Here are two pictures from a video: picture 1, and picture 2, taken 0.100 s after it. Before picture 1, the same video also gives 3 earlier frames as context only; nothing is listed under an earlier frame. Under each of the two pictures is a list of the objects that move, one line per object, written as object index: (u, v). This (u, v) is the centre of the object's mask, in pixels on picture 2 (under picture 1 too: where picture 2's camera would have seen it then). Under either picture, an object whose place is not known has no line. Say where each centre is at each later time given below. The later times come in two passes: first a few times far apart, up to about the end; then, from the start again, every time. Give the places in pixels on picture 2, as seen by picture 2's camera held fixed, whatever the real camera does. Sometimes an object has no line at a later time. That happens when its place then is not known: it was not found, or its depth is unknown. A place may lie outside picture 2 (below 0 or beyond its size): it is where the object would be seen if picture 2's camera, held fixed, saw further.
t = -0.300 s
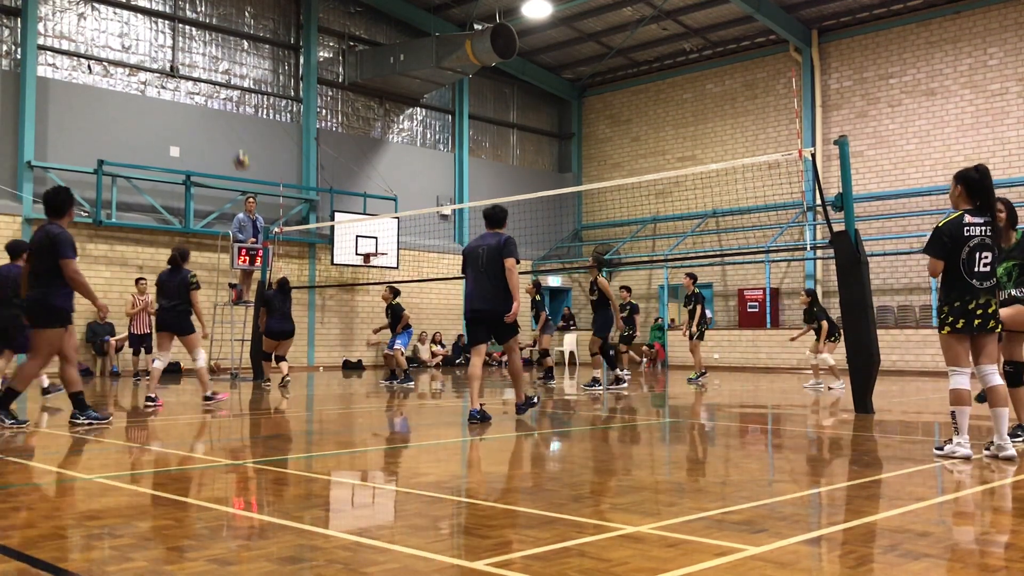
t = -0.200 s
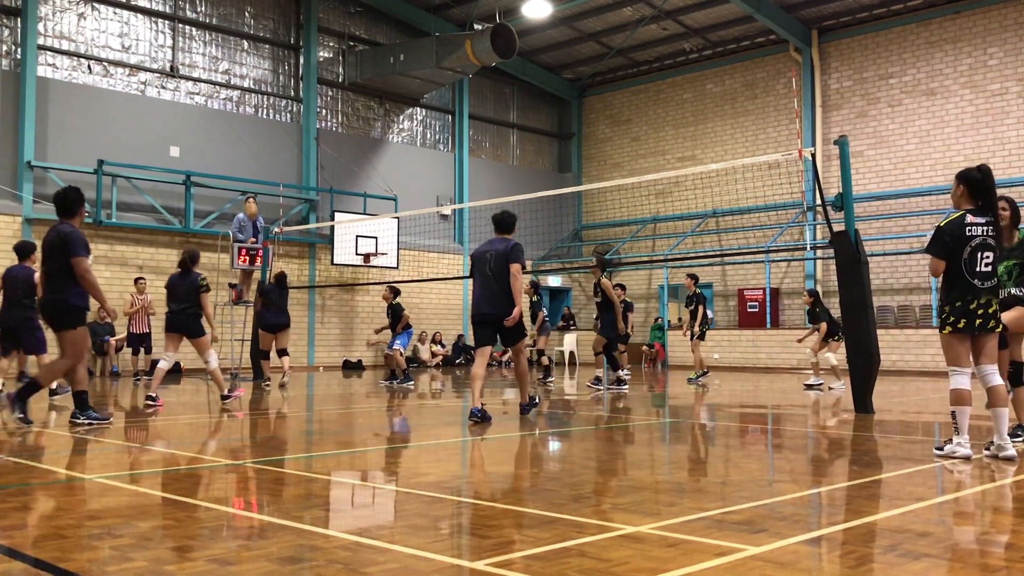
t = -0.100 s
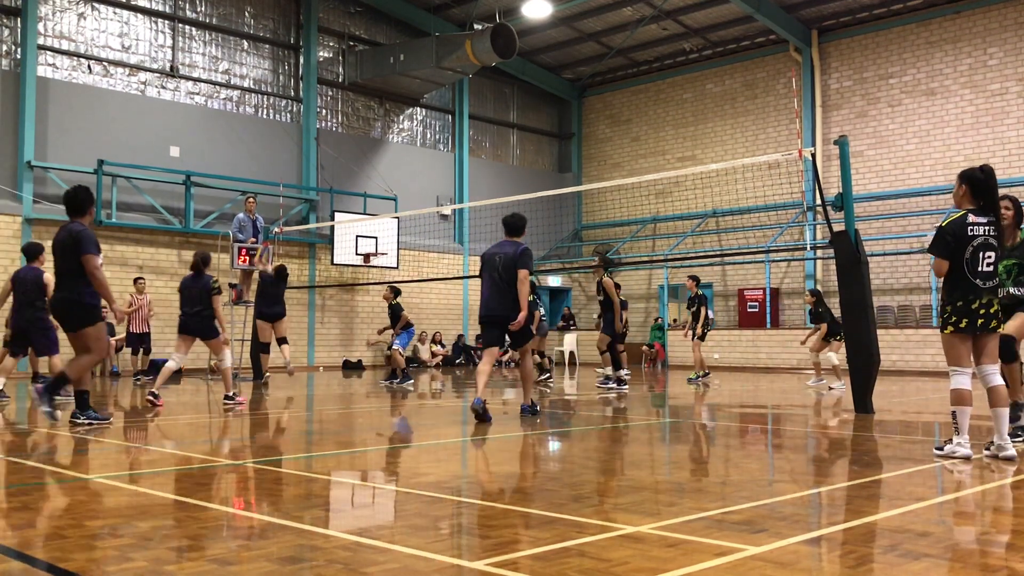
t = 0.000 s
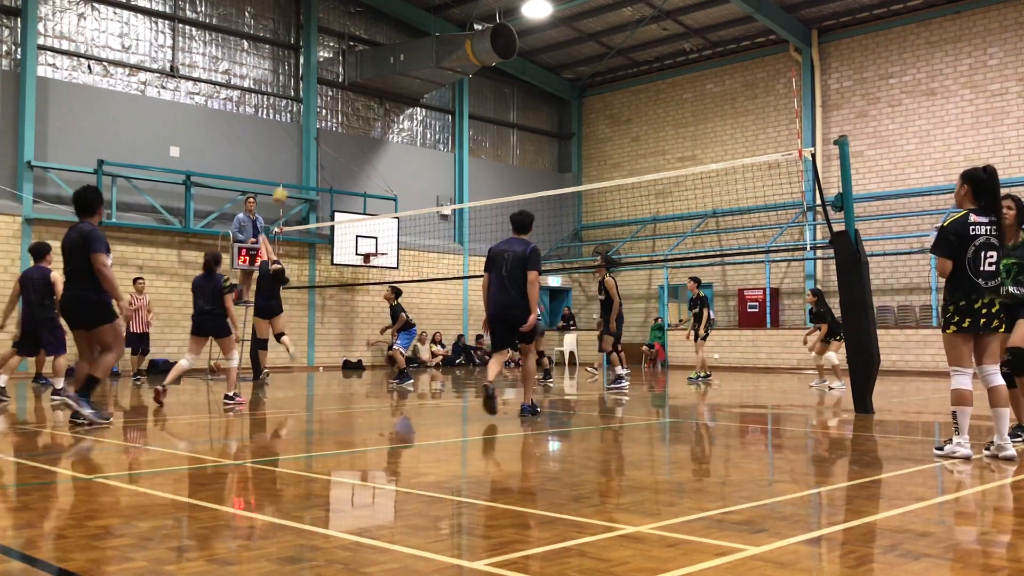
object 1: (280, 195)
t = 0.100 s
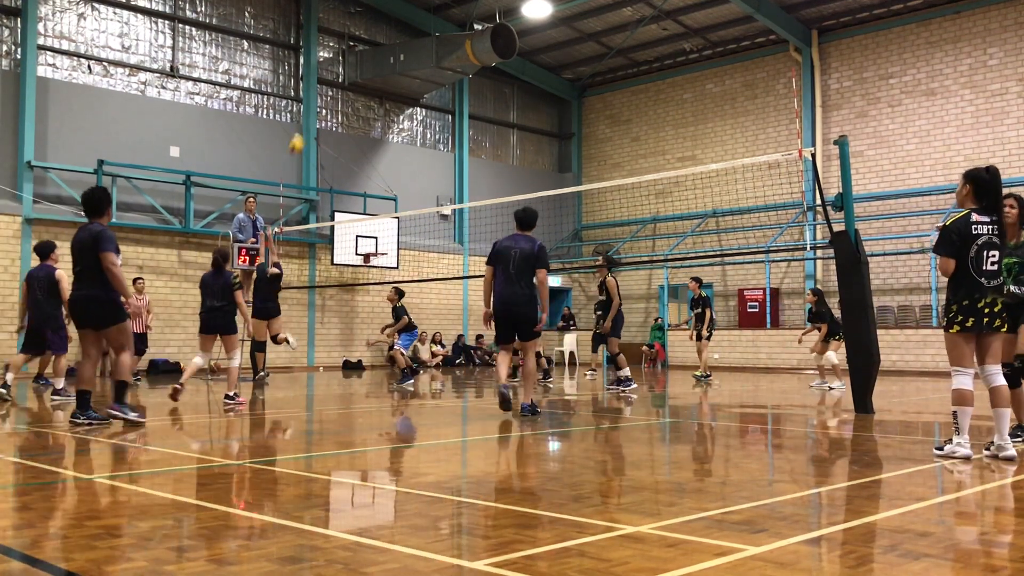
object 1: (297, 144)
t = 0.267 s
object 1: (322, 68)
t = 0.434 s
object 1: (351, 9)
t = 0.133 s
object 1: (301, 127)
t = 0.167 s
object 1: (307, 112)
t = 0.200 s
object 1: (311, 96)
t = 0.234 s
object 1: (318, 82)
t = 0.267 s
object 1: (322, 68)
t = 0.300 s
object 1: (328, 53)
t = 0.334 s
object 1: (334, 42)
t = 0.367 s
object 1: (340, 30)
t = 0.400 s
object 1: (346, 18)
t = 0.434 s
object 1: (351, 9)
